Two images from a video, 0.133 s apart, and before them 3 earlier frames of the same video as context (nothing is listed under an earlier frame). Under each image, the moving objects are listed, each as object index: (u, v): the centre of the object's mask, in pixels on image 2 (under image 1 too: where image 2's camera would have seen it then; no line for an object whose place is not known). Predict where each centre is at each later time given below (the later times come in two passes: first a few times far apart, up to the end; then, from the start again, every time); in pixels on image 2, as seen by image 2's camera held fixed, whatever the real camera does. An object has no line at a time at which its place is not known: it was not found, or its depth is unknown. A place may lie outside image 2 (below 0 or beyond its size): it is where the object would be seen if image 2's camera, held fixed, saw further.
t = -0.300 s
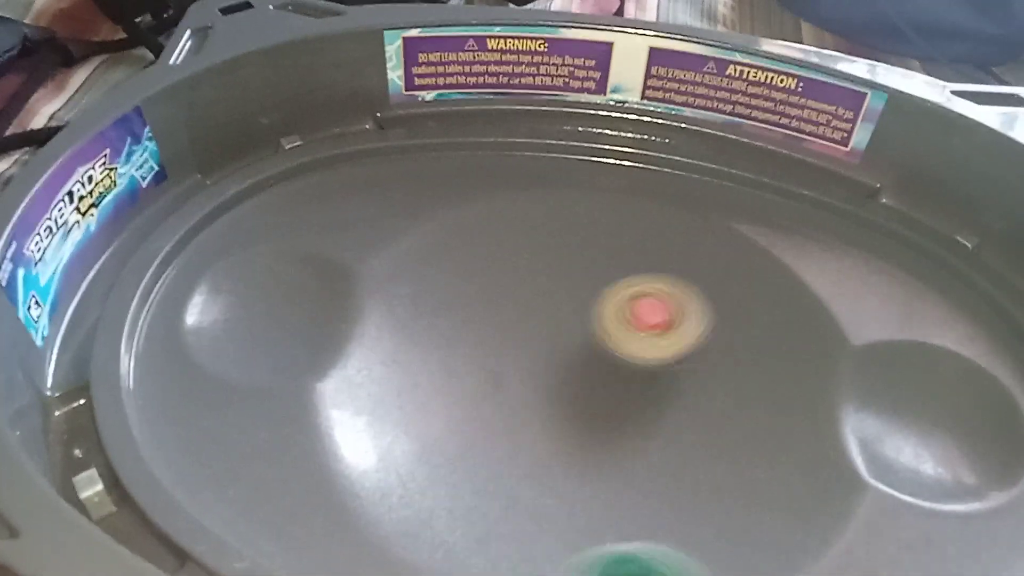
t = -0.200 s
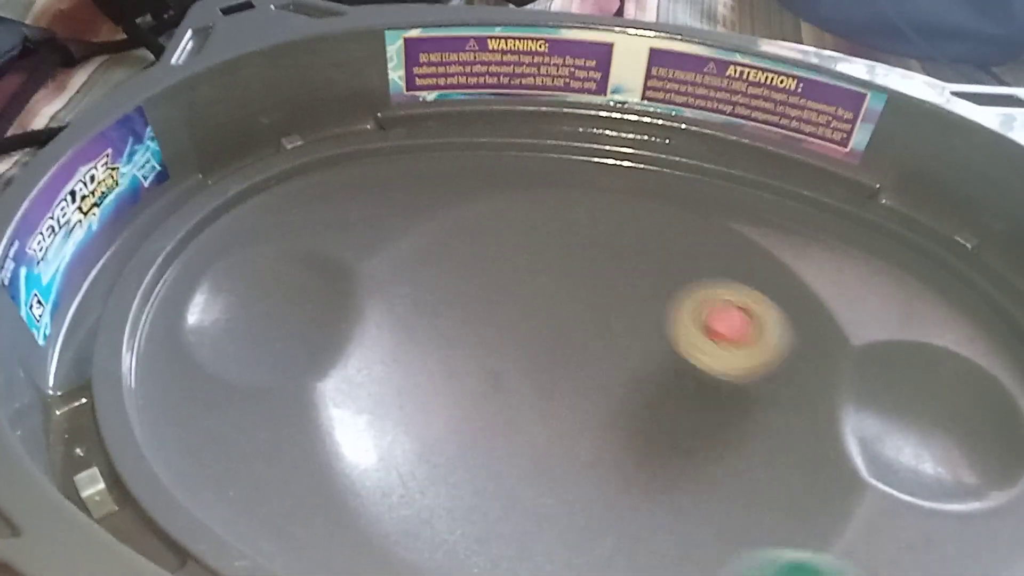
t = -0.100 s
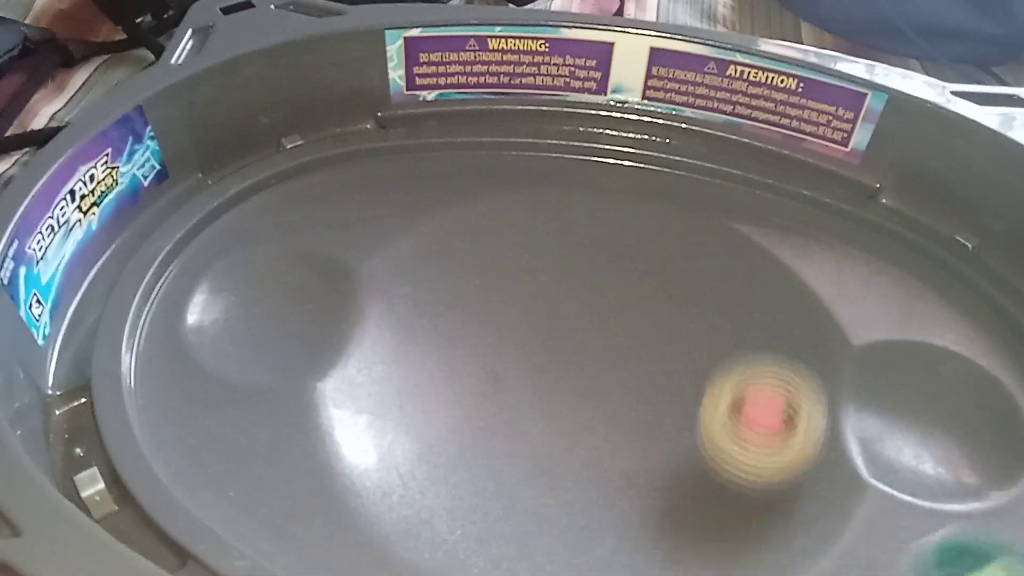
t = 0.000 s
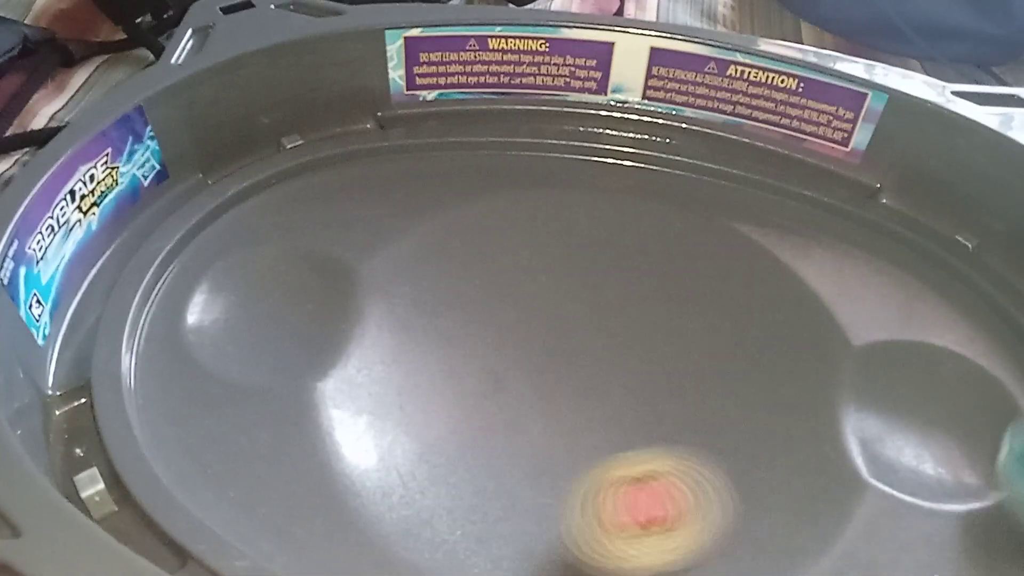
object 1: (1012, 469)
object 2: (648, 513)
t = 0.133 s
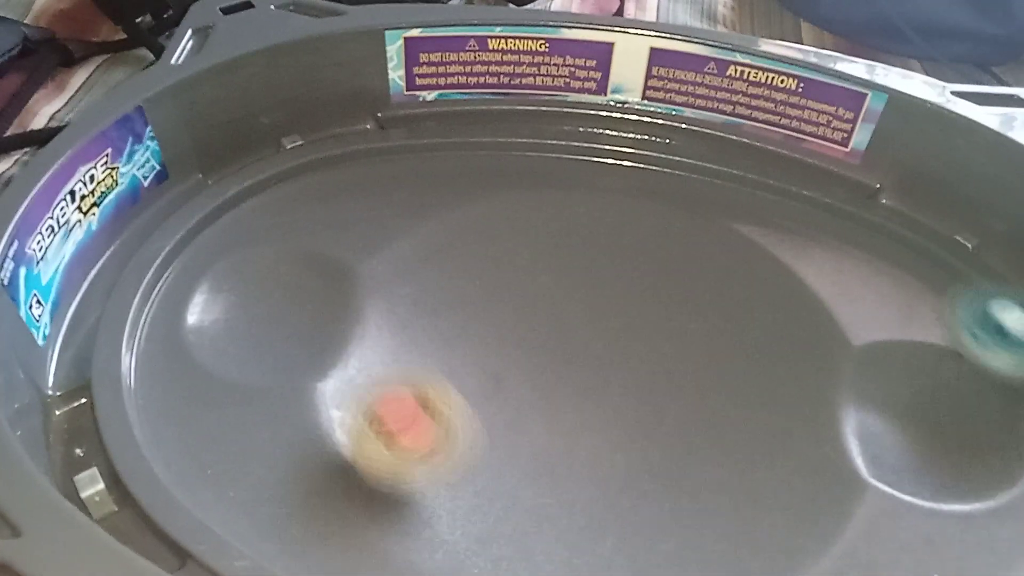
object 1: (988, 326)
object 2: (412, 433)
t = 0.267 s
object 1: (875, 261)
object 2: (401, 229)
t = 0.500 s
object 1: (532, 270)
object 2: (710, 188)
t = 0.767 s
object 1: (648, 544)
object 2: (976, 504)
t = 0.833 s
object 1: (782, 531)
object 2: (956, 541)
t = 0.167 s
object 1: (974, 306)
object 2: (373, 380)
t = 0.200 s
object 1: (951, 288)
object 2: (364, 326)
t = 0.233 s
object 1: (913, 272)
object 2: (374, 274)
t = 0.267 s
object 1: (875, 261)
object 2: (401, 229)
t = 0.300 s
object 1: (836, 253)
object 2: (441, 195)
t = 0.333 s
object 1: (797, 251)
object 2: (487, 169)
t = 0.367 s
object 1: (749, 256)
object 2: (530, 151)
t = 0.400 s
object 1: (705, 260)
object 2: (573, 153)
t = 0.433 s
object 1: (645, 255)
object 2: (619, 160)
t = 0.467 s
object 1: (590, 257)
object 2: (666, 172)
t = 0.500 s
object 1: (532, 270)
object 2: (710, 188)
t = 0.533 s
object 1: (479, 296)
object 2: (755, 210)
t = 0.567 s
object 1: (443, 330)
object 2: (797, 241)
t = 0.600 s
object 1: (423, 376)
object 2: (833, 280)
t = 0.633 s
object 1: (423, 426)
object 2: (867, 335)
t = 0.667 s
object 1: (453, 481)
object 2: (895, 400)
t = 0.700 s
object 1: (505, 523)
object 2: (938, 444)
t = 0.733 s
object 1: (573, 539)
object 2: (964, 472)
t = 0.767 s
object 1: (648, 544)
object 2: (976, 504)
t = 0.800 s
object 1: (720, 542)
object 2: (979, 531)
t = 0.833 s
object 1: (782, 531)
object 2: (956, 541)
